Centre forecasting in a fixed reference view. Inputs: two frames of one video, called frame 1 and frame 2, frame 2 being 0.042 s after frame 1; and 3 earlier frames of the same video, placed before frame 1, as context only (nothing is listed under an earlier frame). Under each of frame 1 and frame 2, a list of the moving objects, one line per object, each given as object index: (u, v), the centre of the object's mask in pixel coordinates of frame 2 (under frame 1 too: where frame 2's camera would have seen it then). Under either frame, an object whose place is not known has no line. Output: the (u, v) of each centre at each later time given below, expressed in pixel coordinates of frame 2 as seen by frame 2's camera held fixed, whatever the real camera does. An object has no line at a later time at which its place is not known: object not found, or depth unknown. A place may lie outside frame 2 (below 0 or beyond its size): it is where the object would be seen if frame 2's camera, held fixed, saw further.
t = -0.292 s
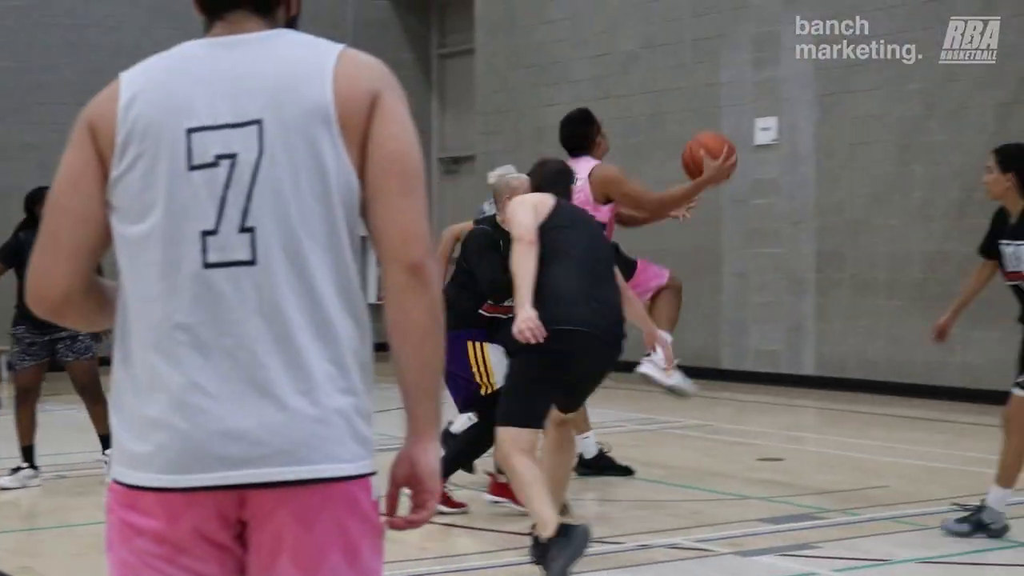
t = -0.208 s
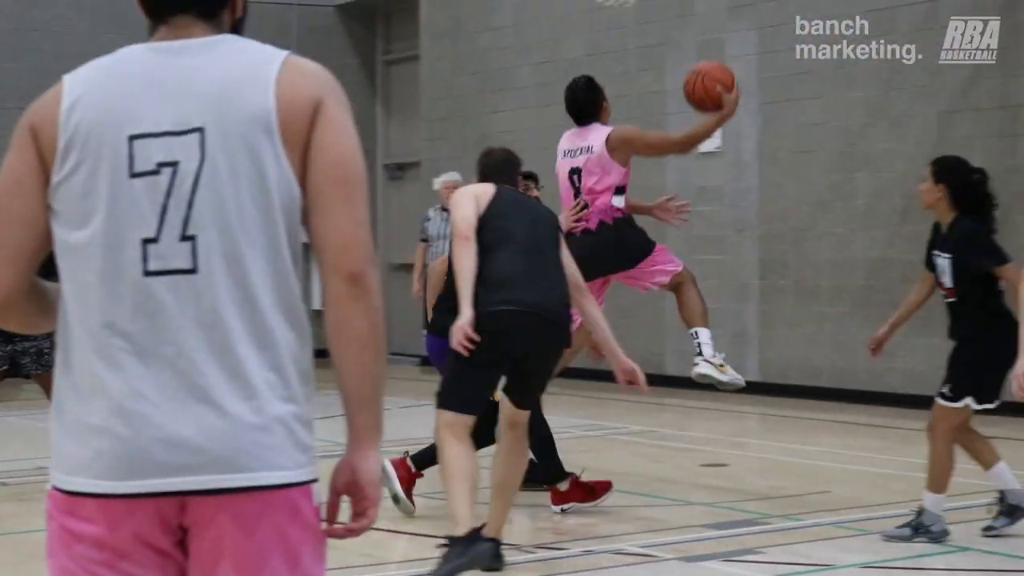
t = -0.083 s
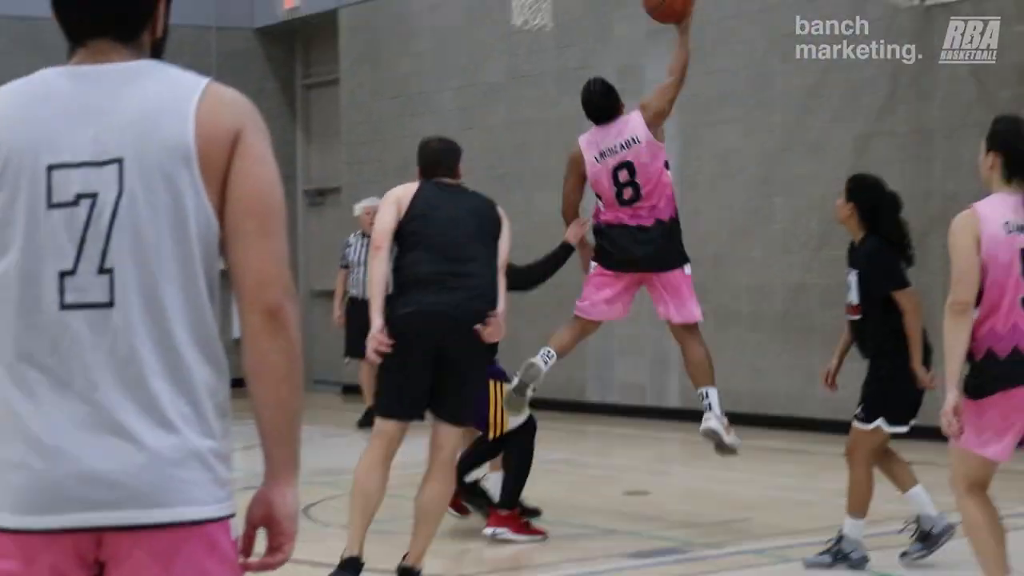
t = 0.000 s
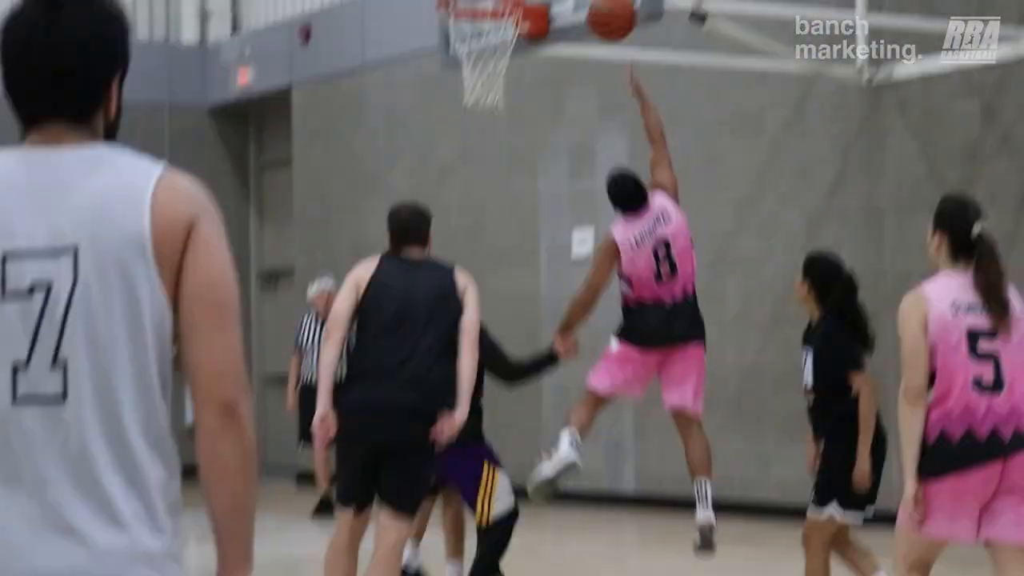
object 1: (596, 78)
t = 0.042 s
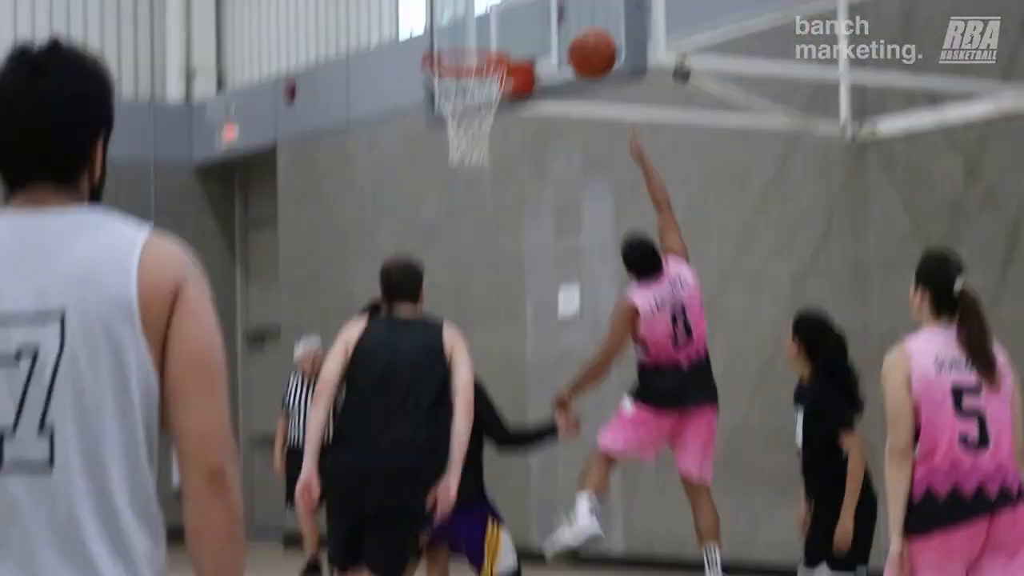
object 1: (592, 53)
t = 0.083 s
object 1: (587, 27)
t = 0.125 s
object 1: (583, 16)
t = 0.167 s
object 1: (578, 3)
